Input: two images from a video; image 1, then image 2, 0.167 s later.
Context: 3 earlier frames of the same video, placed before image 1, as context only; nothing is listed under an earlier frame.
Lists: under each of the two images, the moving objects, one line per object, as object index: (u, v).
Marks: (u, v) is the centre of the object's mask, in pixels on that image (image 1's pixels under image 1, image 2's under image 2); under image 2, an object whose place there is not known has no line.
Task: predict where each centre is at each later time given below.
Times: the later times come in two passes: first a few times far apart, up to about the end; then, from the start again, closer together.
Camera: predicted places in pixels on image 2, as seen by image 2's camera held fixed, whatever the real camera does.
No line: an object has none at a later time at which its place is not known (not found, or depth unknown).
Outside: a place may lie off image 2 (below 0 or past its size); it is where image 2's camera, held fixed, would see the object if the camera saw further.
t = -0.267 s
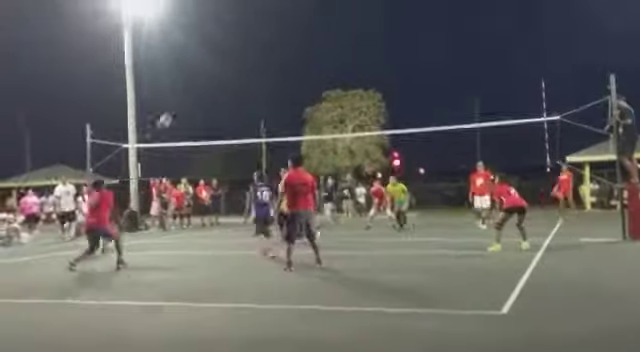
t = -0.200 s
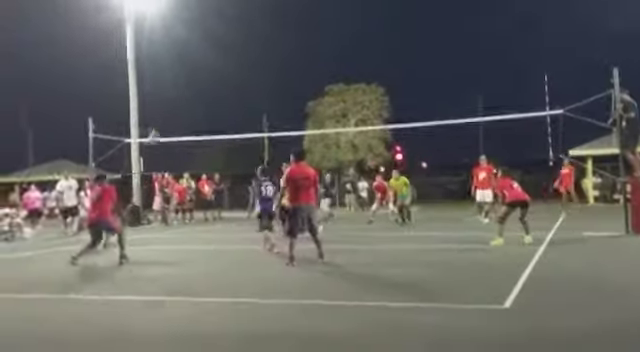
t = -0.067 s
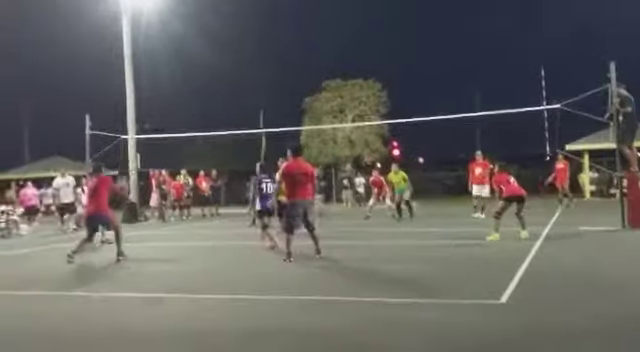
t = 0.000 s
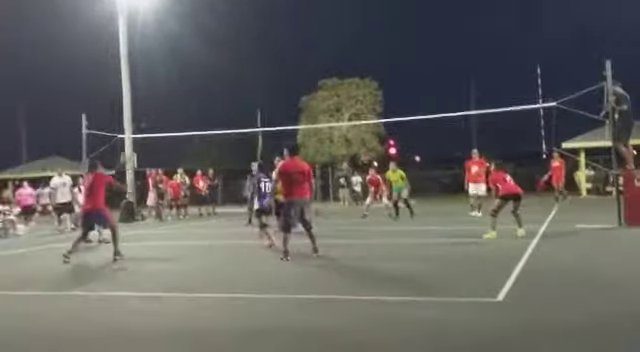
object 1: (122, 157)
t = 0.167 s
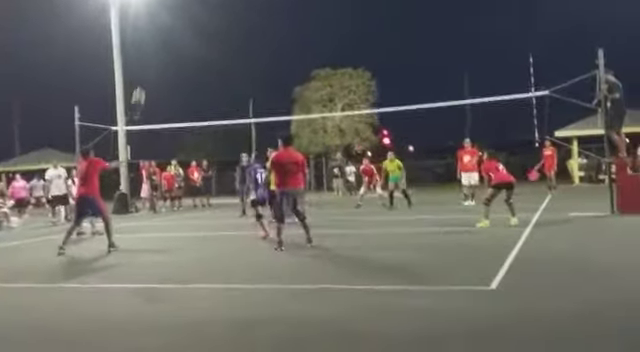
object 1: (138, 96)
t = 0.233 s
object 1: (146, 81)
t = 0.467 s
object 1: (172, 48)
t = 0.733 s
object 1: (200, 46)
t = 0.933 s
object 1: (221, 68)
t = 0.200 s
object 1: (142, 88)
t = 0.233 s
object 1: (146, 81)
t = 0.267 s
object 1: (149, 75)
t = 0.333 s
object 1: (157, 62)
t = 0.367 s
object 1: (160, 58)
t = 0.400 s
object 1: (164, 55)
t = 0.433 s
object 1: (168, 51)
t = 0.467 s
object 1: (172, 48)
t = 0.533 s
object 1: (180, 43)
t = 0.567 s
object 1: (183, 42)
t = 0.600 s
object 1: (186, 42)
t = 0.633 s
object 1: (190, 42)
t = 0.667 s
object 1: (193, 43)
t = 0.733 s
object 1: (200, 46)
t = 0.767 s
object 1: (204, 49)
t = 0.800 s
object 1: (207, 51)
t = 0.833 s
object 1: (210, 55)
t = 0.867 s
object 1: (214, 58)
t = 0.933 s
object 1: (221, 68)
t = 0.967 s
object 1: (224, 73)
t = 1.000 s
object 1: (227, 79)
